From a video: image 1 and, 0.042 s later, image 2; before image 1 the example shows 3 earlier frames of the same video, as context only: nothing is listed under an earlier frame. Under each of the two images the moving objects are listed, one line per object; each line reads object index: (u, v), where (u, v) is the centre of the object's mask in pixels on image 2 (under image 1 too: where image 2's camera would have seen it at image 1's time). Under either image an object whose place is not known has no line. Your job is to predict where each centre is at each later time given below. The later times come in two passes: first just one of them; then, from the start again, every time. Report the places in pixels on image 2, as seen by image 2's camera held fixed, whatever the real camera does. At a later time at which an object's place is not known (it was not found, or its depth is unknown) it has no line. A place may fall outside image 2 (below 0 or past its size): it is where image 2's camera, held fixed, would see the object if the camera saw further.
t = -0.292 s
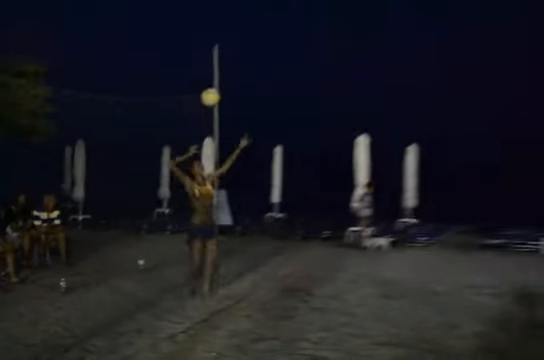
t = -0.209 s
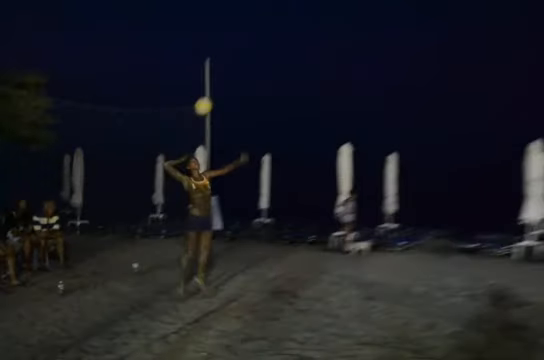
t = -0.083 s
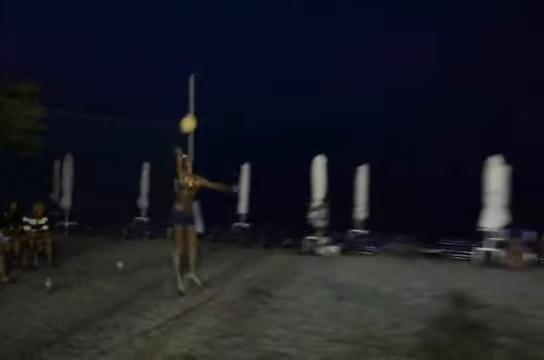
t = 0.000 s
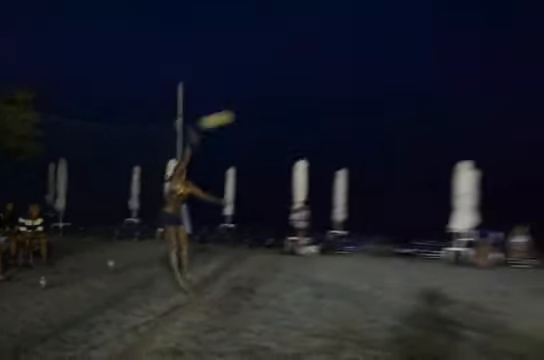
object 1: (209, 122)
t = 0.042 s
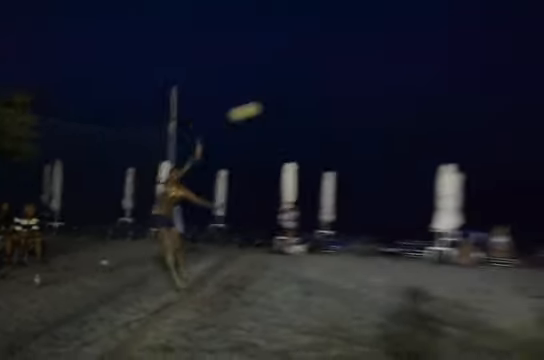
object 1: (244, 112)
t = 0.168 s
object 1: (364, 83)
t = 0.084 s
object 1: (282, 103)
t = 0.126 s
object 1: (321, 93)
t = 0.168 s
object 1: (364, 83)
